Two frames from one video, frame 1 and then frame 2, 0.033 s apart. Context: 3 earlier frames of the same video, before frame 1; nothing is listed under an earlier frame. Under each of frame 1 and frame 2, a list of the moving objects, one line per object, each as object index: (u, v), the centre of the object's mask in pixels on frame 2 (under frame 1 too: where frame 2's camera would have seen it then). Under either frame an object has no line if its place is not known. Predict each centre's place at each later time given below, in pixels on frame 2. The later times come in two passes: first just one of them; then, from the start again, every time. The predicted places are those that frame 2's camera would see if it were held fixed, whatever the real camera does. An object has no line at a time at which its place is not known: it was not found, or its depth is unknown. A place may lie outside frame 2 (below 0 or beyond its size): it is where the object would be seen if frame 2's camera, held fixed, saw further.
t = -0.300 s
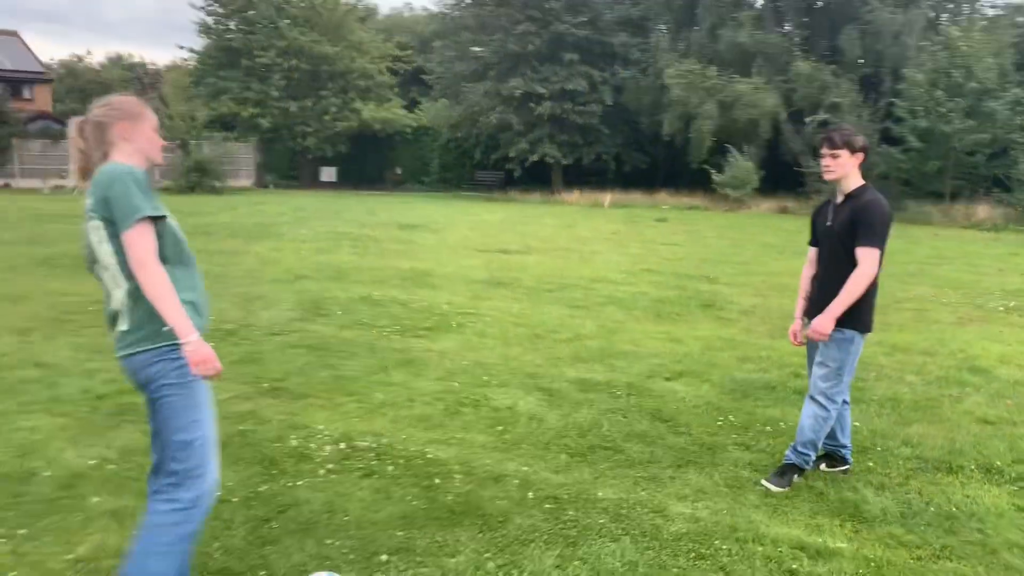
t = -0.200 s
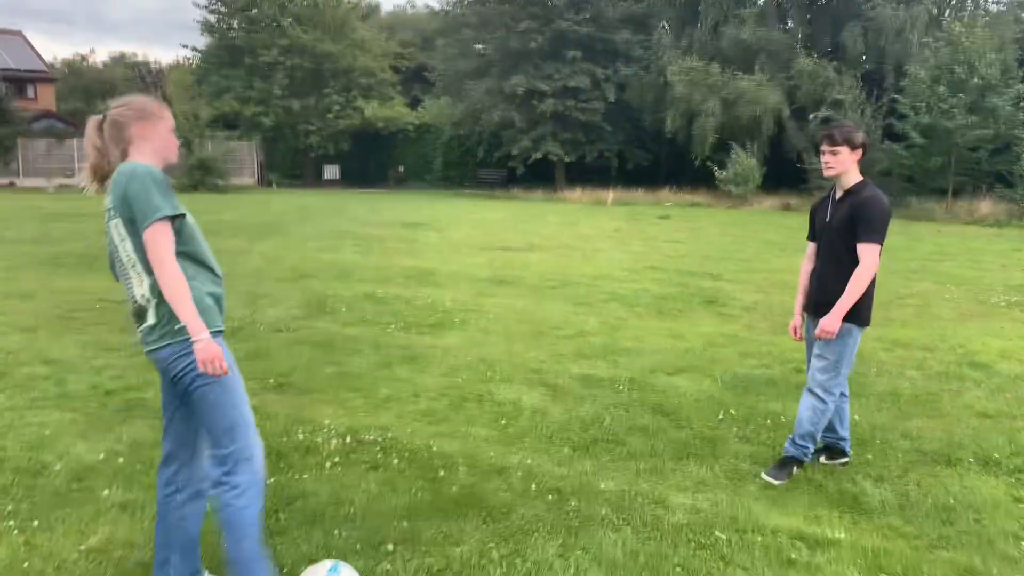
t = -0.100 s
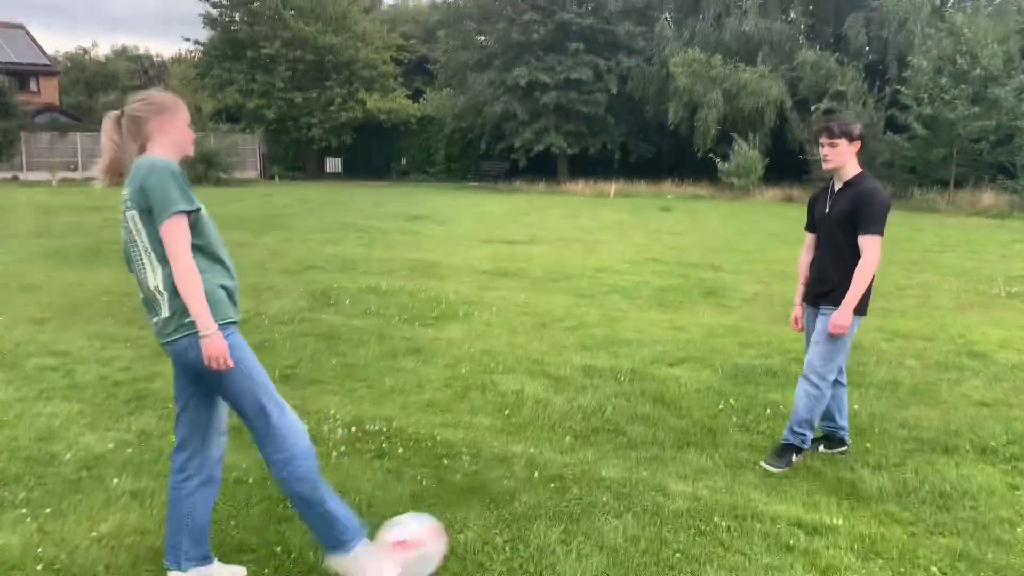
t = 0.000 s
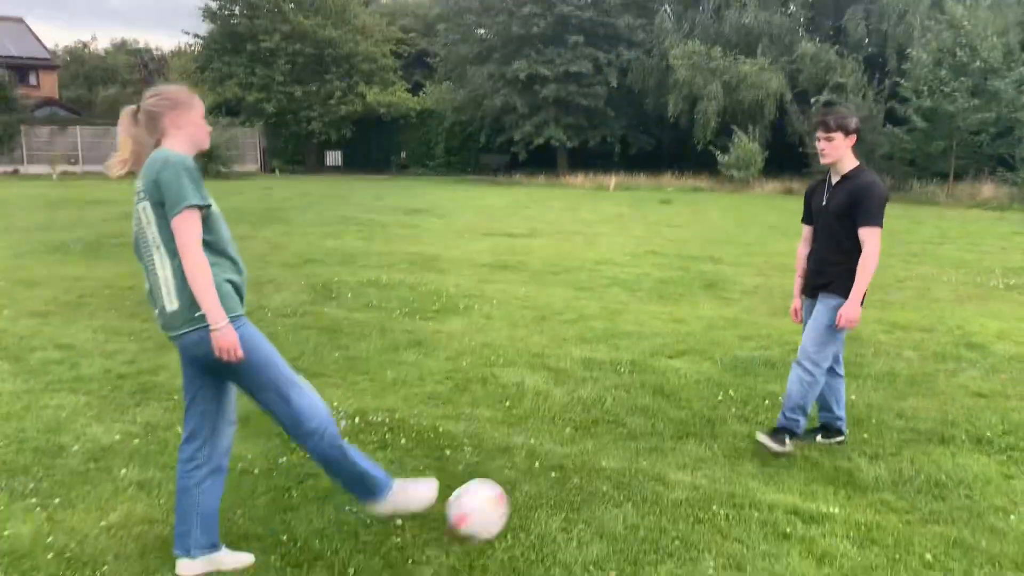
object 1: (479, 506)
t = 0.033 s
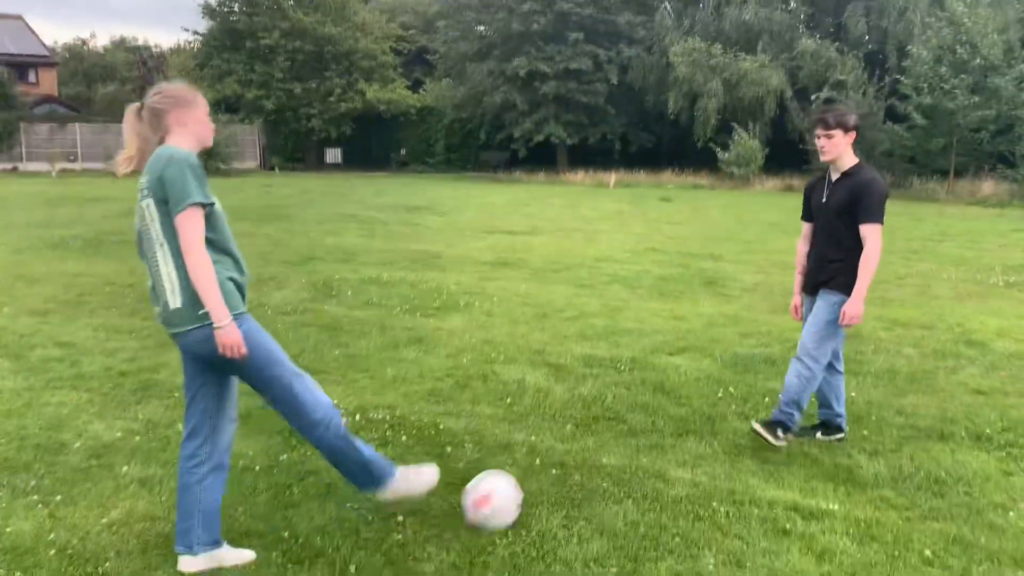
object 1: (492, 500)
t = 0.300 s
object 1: (577, 465)
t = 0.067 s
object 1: (504, 495)
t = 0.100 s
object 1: (515, 489)
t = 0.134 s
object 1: (526, 485)
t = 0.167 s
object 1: (537, 481)
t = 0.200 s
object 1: (548, 478)
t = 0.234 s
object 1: (558, 474)
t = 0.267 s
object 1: (567, 469)
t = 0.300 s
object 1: (577, 465)
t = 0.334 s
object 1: (585, 462)
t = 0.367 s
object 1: (594, 459)
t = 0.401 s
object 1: (602, 456)
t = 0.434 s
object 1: (610, 453)
